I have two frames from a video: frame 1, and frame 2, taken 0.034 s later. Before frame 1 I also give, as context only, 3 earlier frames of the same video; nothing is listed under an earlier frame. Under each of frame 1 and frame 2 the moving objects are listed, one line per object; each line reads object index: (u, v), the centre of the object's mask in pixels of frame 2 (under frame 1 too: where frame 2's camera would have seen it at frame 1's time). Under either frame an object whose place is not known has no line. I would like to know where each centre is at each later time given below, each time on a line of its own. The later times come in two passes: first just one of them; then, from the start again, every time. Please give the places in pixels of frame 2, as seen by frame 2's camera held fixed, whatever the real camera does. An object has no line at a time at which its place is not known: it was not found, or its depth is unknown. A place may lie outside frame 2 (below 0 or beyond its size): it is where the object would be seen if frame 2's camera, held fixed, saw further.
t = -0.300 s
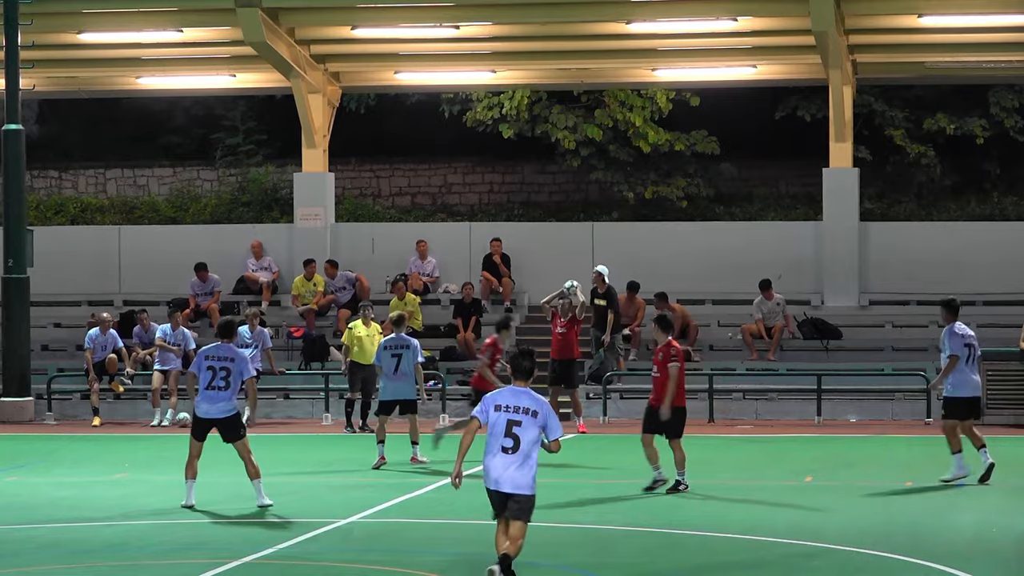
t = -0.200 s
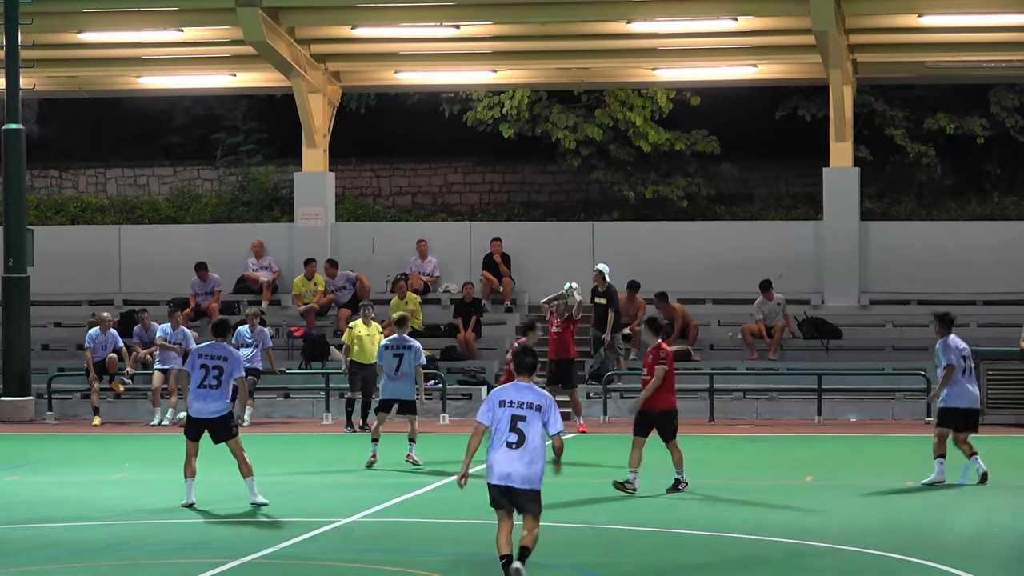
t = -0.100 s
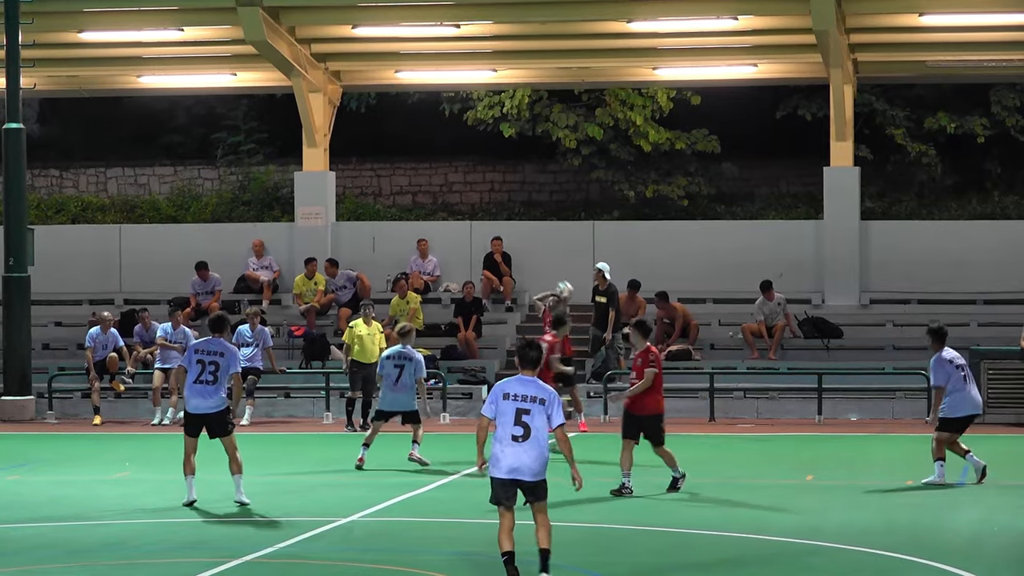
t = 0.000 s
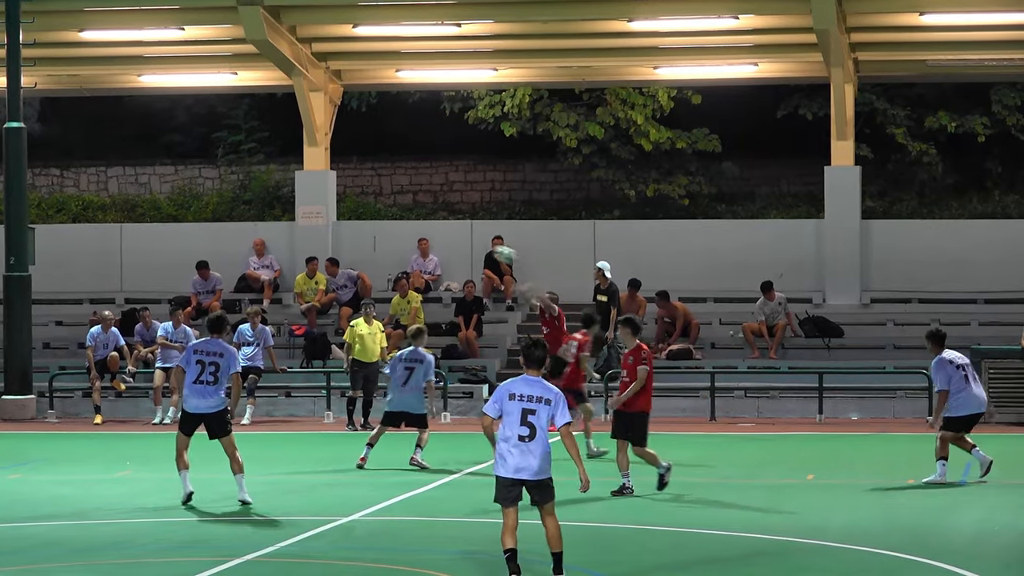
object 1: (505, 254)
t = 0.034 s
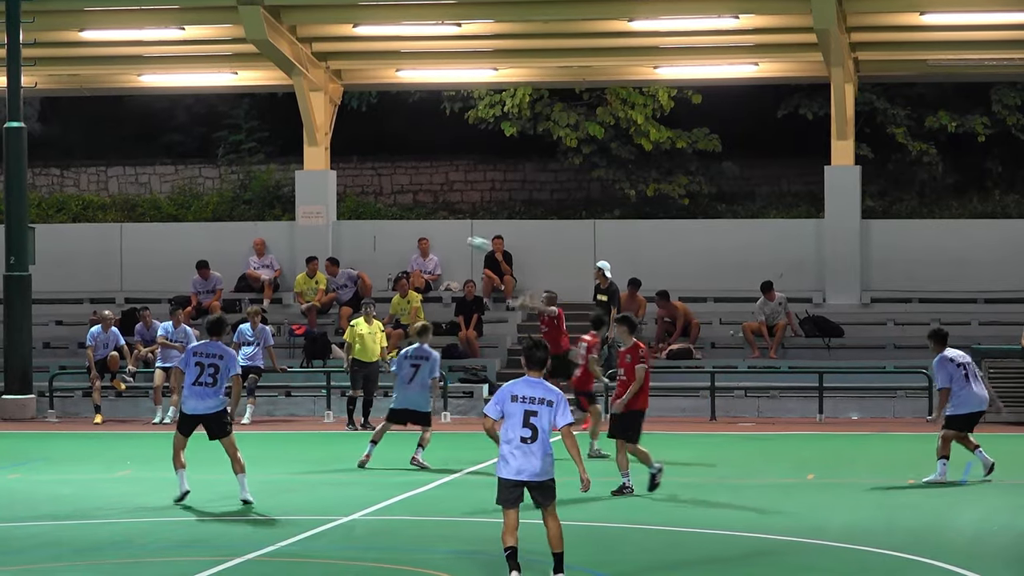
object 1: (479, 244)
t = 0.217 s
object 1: (330, 213)
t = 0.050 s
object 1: (465, 239)
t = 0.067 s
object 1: (452, 236)
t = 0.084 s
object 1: (438, 233)
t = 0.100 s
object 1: (425, 229)
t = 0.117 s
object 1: (412, 227)
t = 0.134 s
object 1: (397, 224)
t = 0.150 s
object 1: (384, 221)
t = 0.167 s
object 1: (370, 219)
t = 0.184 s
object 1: (357, 216)
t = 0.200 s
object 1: (345, 214)
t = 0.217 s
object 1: (330, 213)
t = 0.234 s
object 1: (314, 211)
